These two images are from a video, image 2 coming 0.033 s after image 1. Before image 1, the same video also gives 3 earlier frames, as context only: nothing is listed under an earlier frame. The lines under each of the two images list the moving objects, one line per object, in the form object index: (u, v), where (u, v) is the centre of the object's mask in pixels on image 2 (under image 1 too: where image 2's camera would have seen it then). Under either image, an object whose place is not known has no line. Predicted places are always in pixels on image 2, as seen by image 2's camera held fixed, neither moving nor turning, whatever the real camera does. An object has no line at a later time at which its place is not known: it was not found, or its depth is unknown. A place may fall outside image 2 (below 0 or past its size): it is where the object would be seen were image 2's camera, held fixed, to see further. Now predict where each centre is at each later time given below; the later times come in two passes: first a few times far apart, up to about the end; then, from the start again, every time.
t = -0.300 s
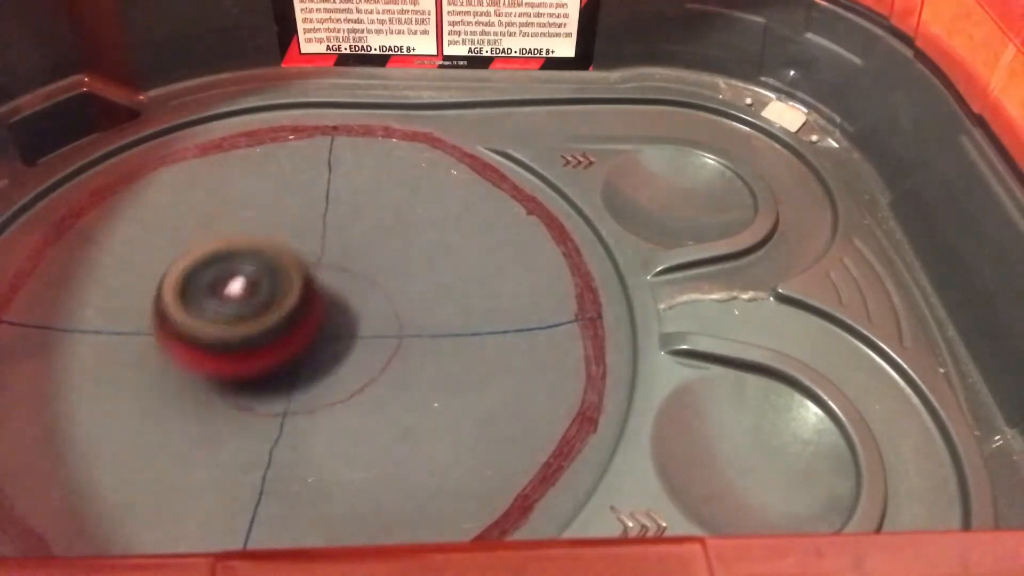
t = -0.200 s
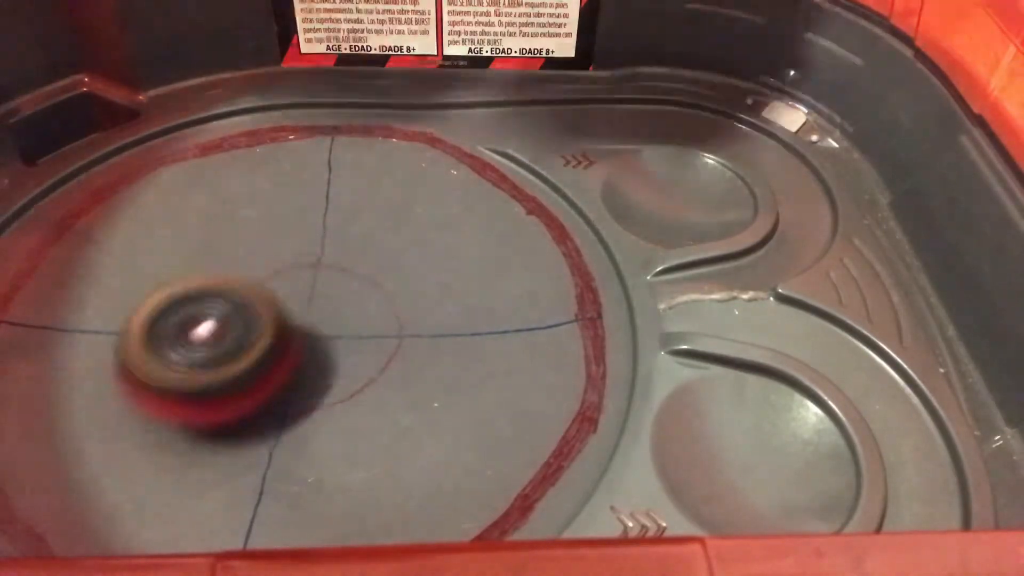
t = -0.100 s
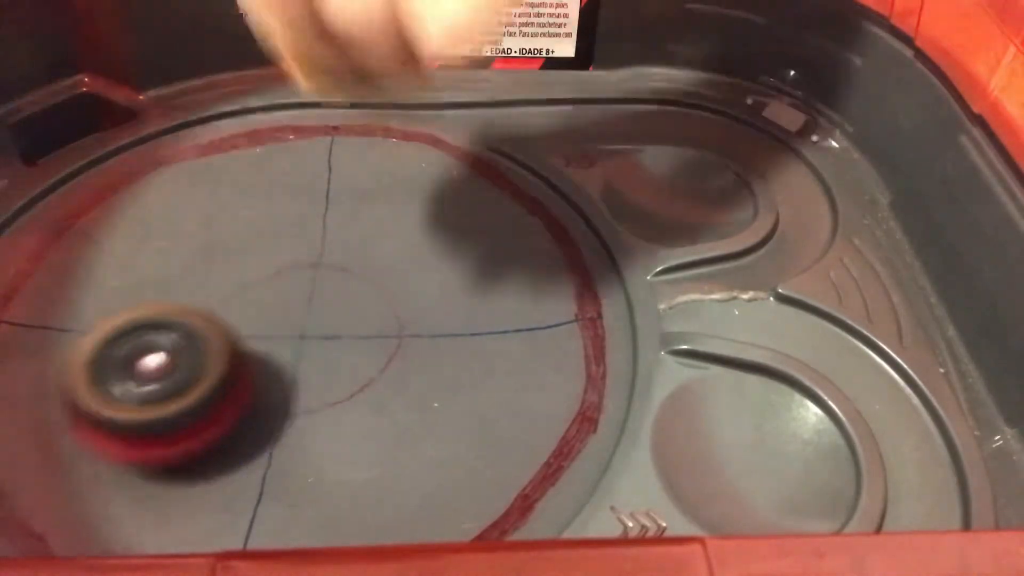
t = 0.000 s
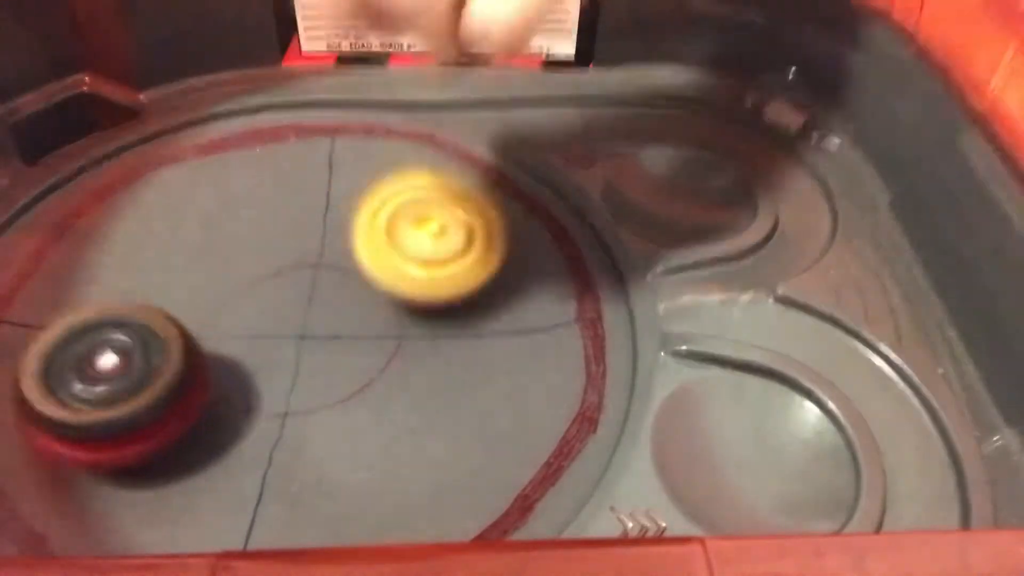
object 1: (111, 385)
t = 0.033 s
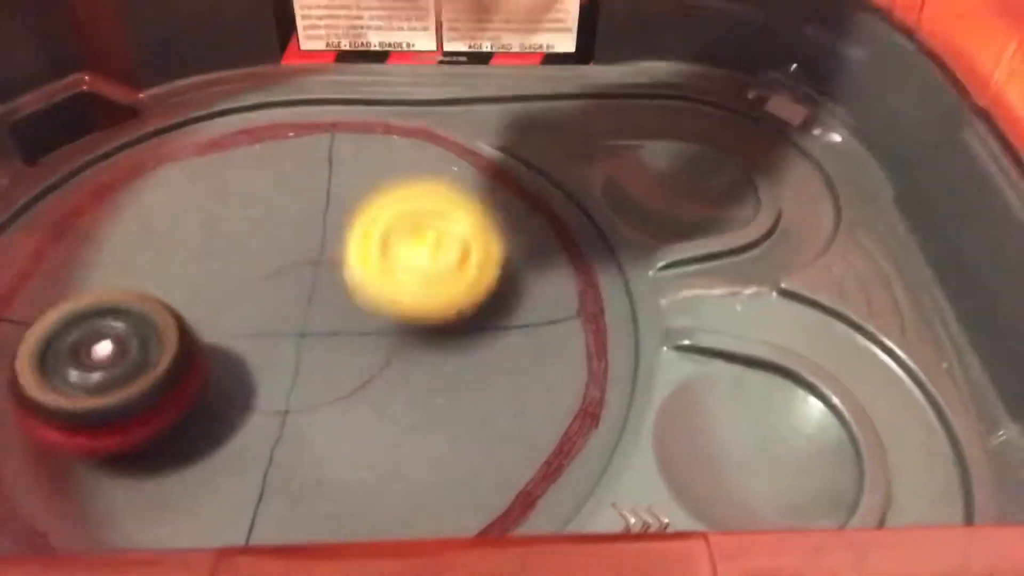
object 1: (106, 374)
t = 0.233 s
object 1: (149, 307)
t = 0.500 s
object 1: (226, 244)
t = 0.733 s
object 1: (281, 273)
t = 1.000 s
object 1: (266, 328)
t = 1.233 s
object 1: (231, 353)
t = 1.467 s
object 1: (189, 339)
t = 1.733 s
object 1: (213, 299)
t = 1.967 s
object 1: (236, 270)
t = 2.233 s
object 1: (226, 280)
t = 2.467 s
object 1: (225, 302)
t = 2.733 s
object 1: (227, 294)
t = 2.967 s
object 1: (249, 273)
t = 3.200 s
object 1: (243, 260)
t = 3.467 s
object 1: (234, 268)
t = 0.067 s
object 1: (110, 369)
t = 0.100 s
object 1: (115, 361)
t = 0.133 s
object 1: (125, 349)
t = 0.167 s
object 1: (138, 340)
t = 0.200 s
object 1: (147, 327)
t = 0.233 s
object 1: (149, 307)
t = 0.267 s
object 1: (153, 291)
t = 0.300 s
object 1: (156, 277)
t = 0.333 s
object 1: (161, 266)
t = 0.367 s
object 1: (171, 256)
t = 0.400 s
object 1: (183, 249)
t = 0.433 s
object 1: (197, 246)
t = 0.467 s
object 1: (211, 246)
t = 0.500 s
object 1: (226, 244)
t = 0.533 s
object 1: (238, 244)
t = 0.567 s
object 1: (252, 246)
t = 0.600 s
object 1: (261, 246)
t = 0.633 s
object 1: (268, 251)
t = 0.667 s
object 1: (274, 258)
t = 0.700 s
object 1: (278, 265)
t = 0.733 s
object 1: (281, 273)
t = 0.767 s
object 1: (283, 281)
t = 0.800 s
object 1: (283, 289)
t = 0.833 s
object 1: (282, 295)
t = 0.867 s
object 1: (280, 303)
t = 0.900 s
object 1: (277, 309)
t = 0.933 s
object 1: (274, 316)
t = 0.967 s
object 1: (269, 322)
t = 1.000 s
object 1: (266, 328)
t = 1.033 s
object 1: (264, 333)
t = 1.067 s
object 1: (260, 339)
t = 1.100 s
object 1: (256, 343)
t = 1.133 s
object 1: (250, 345)
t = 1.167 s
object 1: (244, 348)
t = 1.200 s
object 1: (238, 351)
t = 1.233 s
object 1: (231, 353)
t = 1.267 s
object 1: (226, 354)
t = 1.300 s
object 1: (221, 353)
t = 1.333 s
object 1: (215, 351)
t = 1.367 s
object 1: (209, 348)
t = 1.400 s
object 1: (200, 346)
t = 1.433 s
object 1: (194, 343)
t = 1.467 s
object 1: (189, 339)
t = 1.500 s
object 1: (186, 337)
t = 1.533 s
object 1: (189, 334)
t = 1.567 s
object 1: (190, 330)
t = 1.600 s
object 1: (191, 323)
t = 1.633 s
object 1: (195, 316)
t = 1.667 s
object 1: (199, 312)
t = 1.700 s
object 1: (206, 304)
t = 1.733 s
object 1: (213, 299)
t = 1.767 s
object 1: (218, 293)
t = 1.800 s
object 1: (222, 288)
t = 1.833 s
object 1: (227, 285)
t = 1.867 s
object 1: (232, 279)
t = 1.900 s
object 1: (236, 275)
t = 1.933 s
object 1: (236, 272)
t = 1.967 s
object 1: (236, 270)
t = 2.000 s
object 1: (234, 270)
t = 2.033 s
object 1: (229, 269)
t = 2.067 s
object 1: (226, 270)
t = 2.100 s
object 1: (225, 271)
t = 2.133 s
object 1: (225, 273)
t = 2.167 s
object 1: (227, 274)
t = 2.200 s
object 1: (227, 276)
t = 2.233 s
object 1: (226, 280)
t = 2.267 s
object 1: (227, 284)
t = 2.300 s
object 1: (229, 287)
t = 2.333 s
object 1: (231, 290)
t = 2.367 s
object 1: (229, 294)
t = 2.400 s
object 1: (227, 297)
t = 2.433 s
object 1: (226, 300)
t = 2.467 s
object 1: (225, 302)
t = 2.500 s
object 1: (226, 303)
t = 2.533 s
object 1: (227, 303)
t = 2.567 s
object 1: (228, 303)
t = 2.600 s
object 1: (231, 303)
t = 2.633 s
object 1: (233, 302)
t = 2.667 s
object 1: (231, 299)
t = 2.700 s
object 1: (228, 297)
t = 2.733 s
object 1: (227, 294)
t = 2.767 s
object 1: (230, 292)
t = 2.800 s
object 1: (234, 288)
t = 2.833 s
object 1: (239, 285)
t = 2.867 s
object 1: (242, 281)
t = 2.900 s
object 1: (244, 277)
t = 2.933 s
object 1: (247, 275)
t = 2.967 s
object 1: (249, 273)
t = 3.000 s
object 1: (251, 270)
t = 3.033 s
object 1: (252, 267)
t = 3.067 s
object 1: (252, 265)
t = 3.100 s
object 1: (251, 263)
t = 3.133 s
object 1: (248, 261)
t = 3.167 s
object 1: (245, 260)
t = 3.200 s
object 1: (243, 260)
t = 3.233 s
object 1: (240, 261)
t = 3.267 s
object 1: (237, 261)
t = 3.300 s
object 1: (235, 262)
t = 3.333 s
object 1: (235, 263)
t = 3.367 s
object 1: (234, 264)
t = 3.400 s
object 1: (234, 266)
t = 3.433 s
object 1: (234, 266)
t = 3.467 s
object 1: (234, 268)
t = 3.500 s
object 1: (237, 267)
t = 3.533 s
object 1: (238, 267)
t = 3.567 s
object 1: (236, 271)
